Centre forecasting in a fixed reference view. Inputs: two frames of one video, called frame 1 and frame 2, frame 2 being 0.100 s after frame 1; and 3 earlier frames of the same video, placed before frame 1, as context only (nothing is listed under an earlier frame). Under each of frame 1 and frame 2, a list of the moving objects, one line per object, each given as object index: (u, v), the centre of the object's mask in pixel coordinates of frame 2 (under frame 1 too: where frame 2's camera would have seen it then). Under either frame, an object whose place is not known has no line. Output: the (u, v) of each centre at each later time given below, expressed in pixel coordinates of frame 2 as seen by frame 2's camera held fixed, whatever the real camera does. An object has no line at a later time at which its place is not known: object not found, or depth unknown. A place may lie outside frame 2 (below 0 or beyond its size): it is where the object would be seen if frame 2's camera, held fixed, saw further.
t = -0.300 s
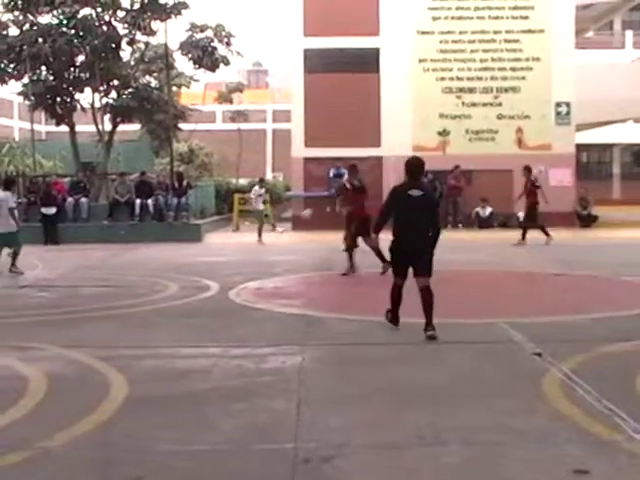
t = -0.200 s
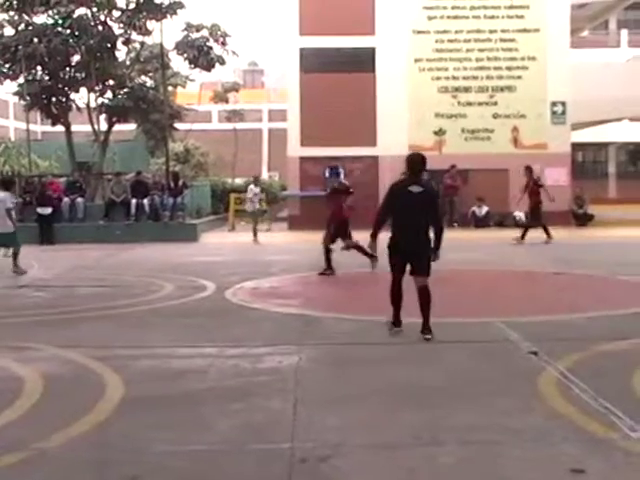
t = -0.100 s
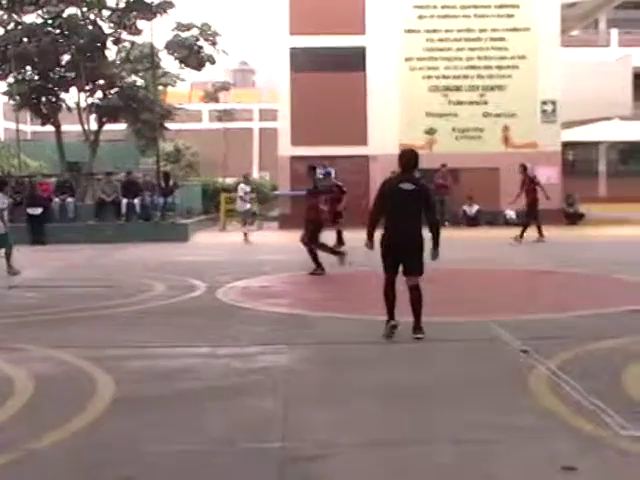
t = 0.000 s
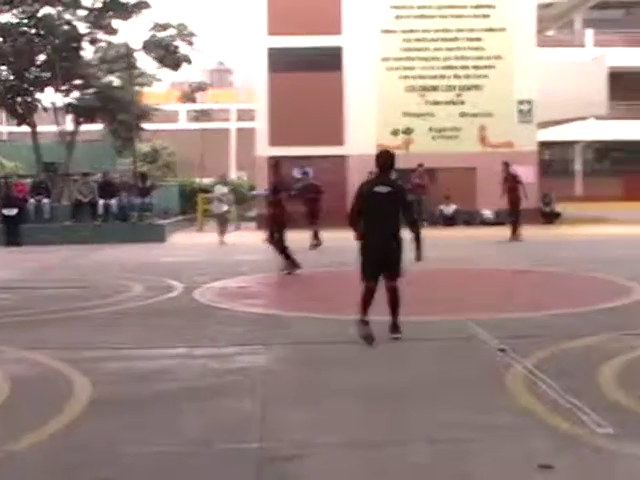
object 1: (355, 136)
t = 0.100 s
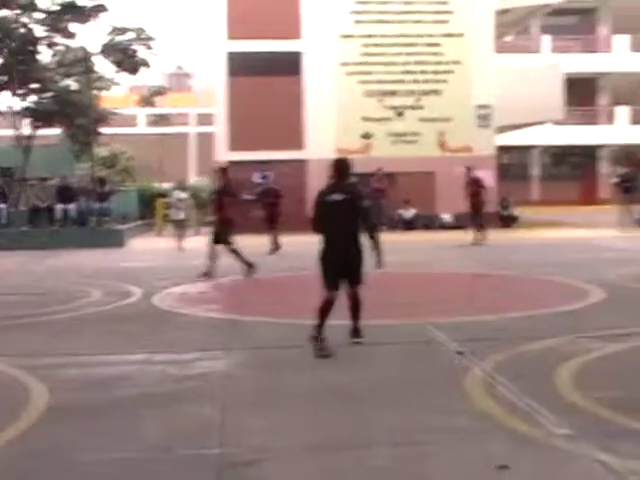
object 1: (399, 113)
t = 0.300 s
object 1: (497, 73)
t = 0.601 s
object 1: (674, 49)
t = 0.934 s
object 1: (932, 72)
